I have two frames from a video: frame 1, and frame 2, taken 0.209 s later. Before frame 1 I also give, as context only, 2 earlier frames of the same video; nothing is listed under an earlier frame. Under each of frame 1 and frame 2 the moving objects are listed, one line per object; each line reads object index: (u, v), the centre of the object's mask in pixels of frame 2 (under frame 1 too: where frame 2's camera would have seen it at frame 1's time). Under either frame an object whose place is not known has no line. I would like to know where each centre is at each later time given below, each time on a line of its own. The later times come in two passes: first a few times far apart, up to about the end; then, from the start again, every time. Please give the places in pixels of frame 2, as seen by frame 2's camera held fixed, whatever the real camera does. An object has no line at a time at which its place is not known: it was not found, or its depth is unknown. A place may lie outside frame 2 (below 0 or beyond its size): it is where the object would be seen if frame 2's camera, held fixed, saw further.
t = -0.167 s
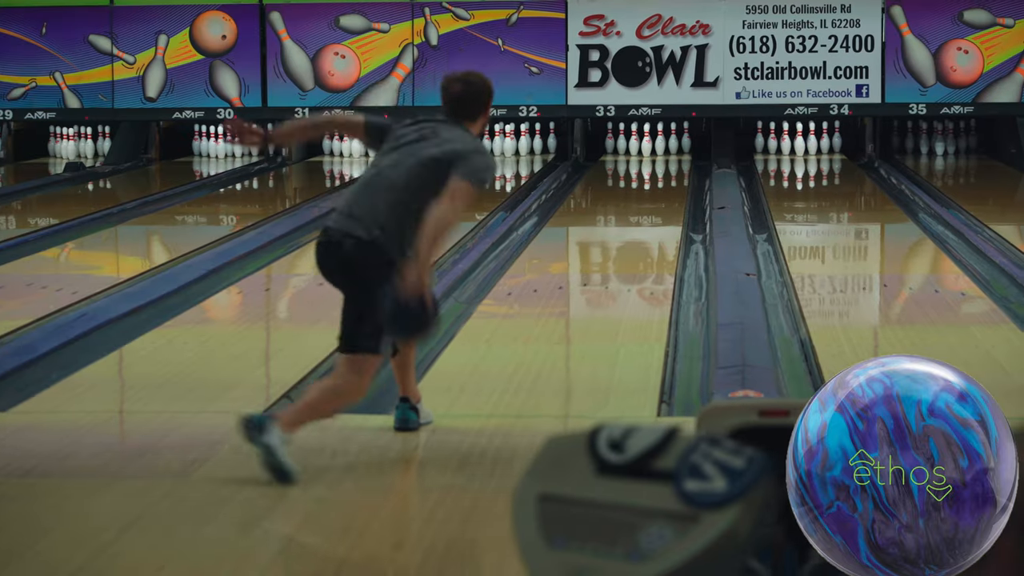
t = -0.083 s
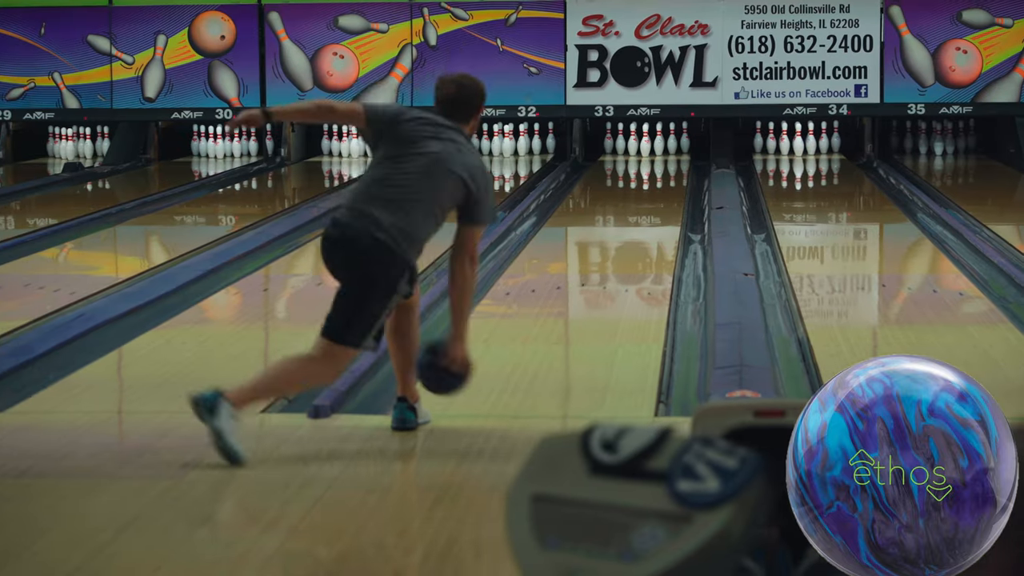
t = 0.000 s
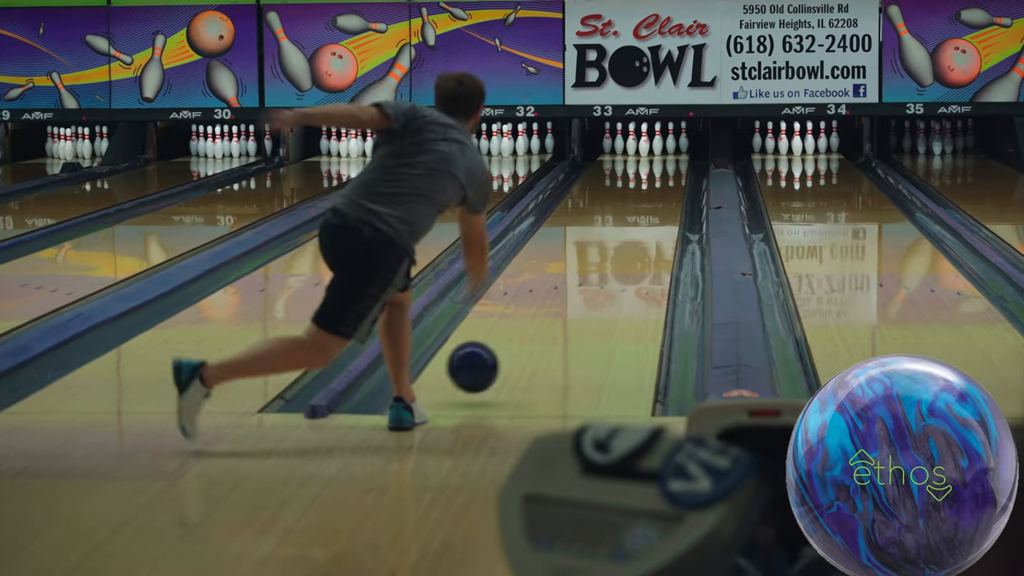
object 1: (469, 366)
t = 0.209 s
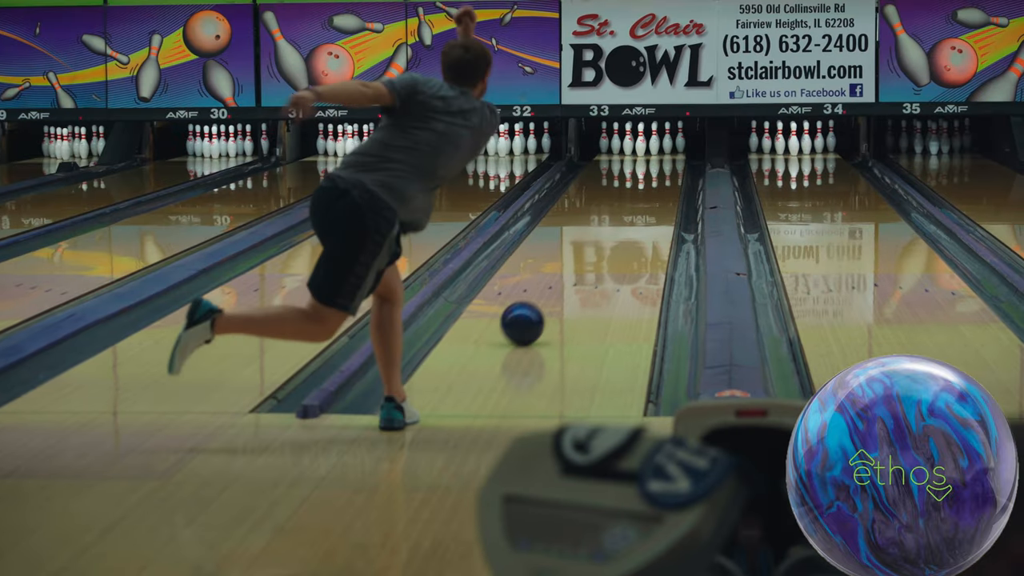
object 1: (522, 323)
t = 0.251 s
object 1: (531, 313)
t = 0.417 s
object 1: (560, 281)
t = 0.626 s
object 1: (589, 251)
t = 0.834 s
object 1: (612, 227)
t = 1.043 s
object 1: (629, 208)
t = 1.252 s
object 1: (643, 192)
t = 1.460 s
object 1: (653, 179)
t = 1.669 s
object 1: (659, 168)
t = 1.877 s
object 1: (660, 159)
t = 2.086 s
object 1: (656, 152)
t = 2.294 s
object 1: (653, 145)
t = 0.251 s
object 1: (531, 313)
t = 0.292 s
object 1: (539, 305)
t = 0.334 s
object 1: (547, 296)
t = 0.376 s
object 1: (554, 289)
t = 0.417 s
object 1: (560, 281)
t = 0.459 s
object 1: (567, 275)
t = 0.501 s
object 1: (573, 268)
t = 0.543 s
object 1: (579, 262)
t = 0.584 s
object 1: (584, 256)
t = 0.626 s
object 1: (589, 251)
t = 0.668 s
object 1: (594, 246)
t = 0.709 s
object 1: (599, 241)
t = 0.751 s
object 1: (603, 236)
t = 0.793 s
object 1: (608, 232)
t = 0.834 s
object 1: (612, 227)
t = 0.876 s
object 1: (616, 223)
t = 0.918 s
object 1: (620, 219)
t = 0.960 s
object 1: (623, 215)
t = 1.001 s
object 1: (626, 212)
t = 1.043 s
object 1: (629, 208)
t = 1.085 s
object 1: (632, 205)
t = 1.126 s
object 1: (635, 202)
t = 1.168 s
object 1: (638, 199)
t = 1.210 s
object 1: (641, 196)
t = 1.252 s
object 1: (643, 192)
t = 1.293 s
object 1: (646, 189)
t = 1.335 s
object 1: (648, 187)
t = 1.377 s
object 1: (650, 184)
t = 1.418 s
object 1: (651, 182)
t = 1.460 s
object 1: (653, 179)
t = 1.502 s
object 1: (655, 177)
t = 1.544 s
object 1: (656, 174)
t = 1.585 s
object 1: (657, 172)
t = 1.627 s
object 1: (658, 170)
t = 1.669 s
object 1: (659, 168)
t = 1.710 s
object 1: (660, 166)
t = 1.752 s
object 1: (660, 165)
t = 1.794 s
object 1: (660, 163)
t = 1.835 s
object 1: (660, 161)
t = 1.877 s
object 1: (660, 159)
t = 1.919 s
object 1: (659, 158)
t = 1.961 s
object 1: (658, 156)
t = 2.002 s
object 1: (658, 154)
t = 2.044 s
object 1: (657, 153)
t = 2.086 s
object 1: (656, 152)
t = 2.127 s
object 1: (654, 150)
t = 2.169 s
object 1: (652, 148)
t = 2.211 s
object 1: (652, 147)
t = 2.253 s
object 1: (653, 146)
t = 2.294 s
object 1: (653, 145)
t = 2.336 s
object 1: (654, 146)
